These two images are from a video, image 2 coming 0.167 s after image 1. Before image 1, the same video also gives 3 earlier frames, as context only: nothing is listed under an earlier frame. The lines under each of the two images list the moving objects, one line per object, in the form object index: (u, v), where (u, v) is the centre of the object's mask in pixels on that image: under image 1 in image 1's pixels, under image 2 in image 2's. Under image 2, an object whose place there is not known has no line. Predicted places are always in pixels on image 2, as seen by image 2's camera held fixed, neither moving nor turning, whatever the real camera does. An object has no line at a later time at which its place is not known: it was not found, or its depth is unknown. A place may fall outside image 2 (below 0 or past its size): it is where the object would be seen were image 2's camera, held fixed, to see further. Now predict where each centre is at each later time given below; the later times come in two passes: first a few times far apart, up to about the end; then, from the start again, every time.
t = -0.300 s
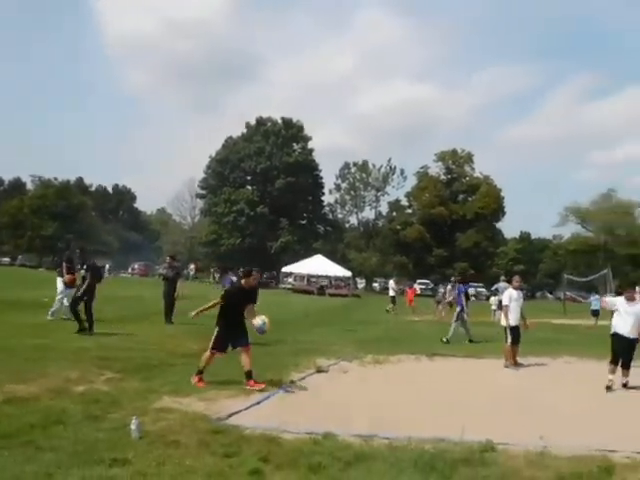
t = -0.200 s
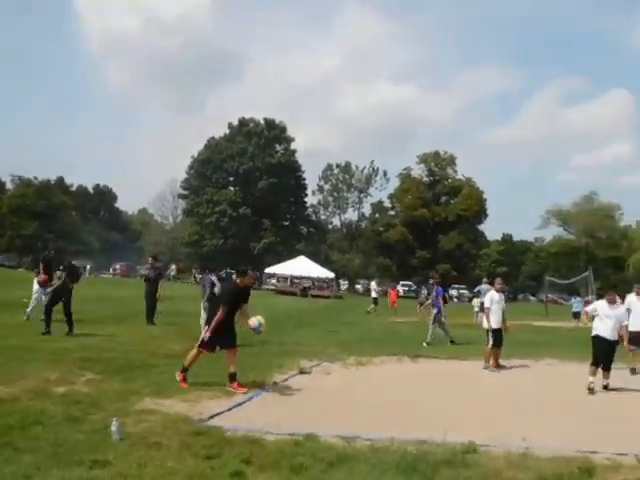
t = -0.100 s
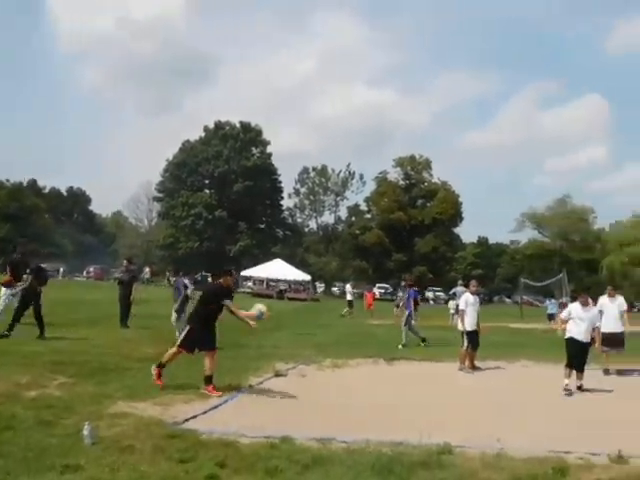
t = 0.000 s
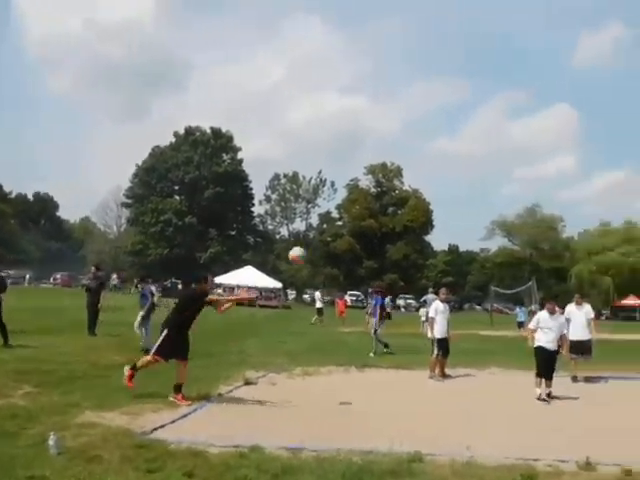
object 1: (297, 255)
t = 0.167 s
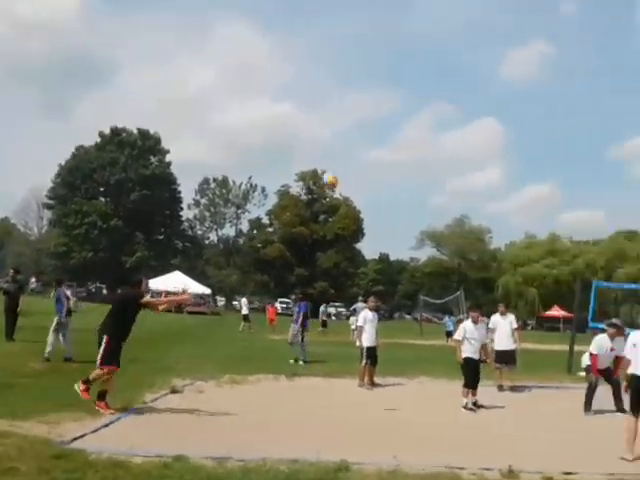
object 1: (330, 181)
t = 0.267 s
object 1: (383, 147)
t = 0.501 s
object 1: (495, 105)
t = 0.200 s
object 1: (349, 169)
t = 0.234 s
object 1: (367, 157)
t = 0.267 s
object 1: (383, 147)
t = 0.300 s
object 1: (400, 138)
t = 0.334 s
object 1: (417, 131)
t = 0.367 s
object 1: (434, 123)
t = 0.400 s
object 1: (450, 118)
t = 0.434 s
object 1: (466, 113)
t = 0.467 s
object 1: (481, 109)
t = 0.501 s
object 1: (495, 105)
